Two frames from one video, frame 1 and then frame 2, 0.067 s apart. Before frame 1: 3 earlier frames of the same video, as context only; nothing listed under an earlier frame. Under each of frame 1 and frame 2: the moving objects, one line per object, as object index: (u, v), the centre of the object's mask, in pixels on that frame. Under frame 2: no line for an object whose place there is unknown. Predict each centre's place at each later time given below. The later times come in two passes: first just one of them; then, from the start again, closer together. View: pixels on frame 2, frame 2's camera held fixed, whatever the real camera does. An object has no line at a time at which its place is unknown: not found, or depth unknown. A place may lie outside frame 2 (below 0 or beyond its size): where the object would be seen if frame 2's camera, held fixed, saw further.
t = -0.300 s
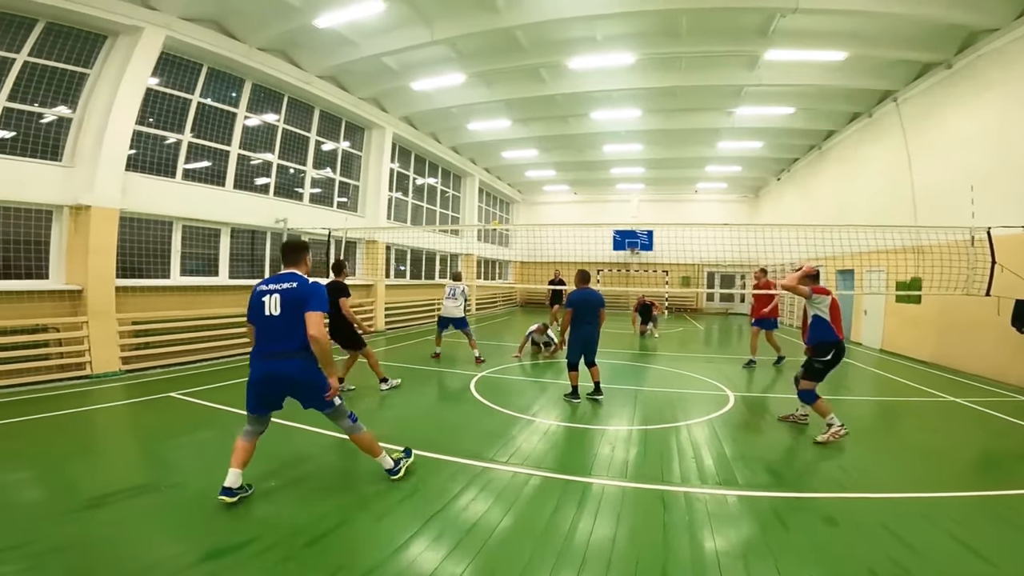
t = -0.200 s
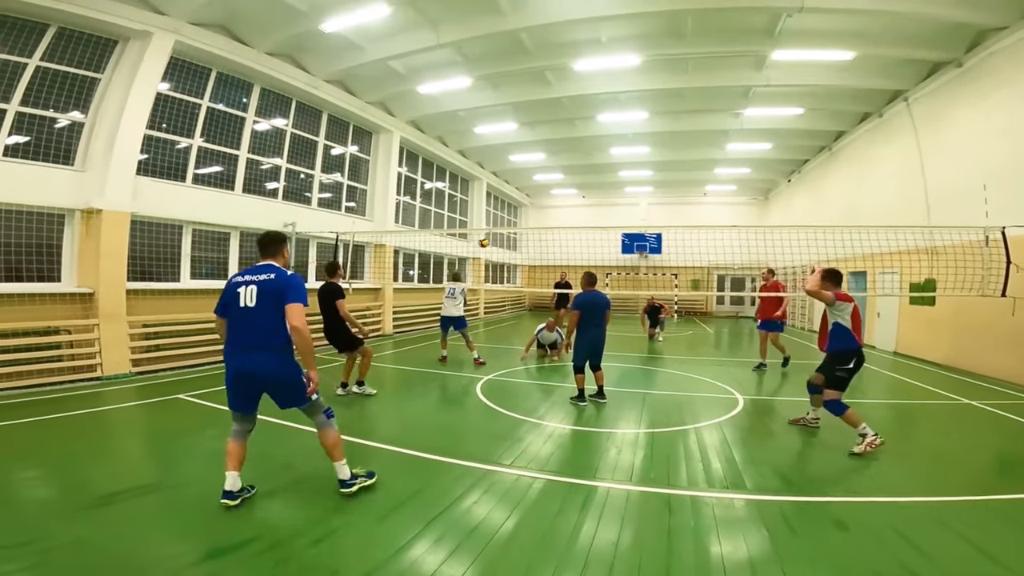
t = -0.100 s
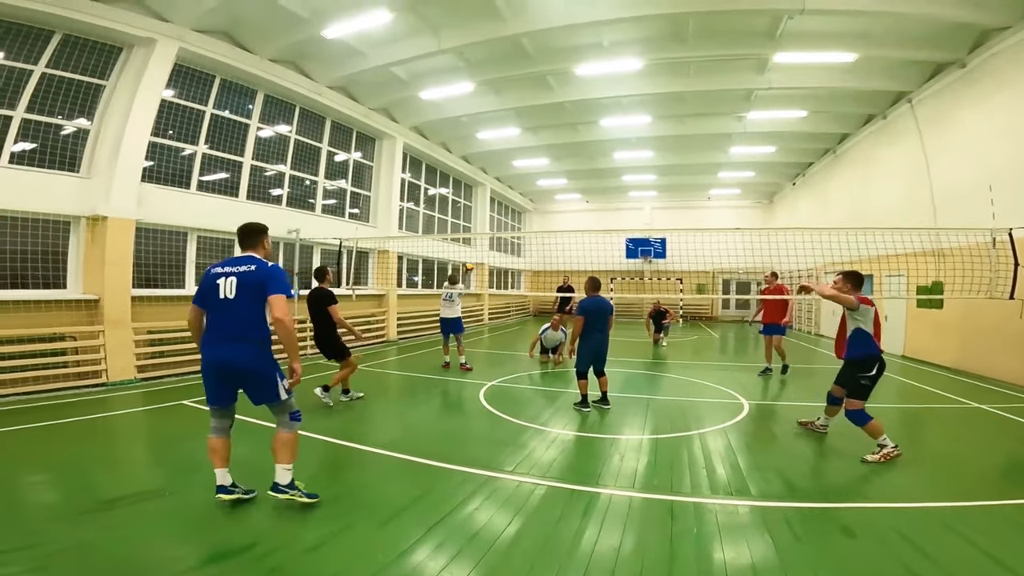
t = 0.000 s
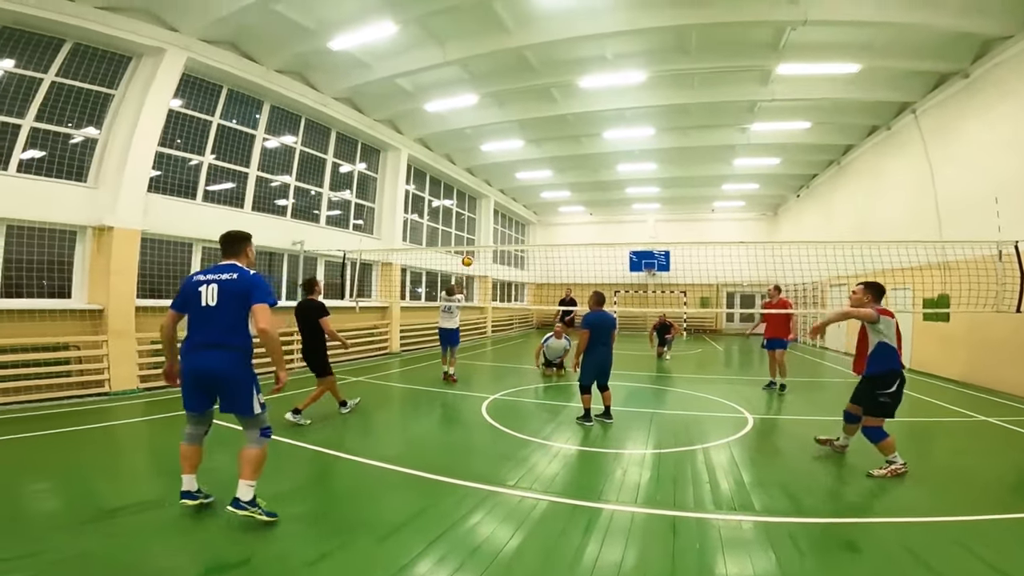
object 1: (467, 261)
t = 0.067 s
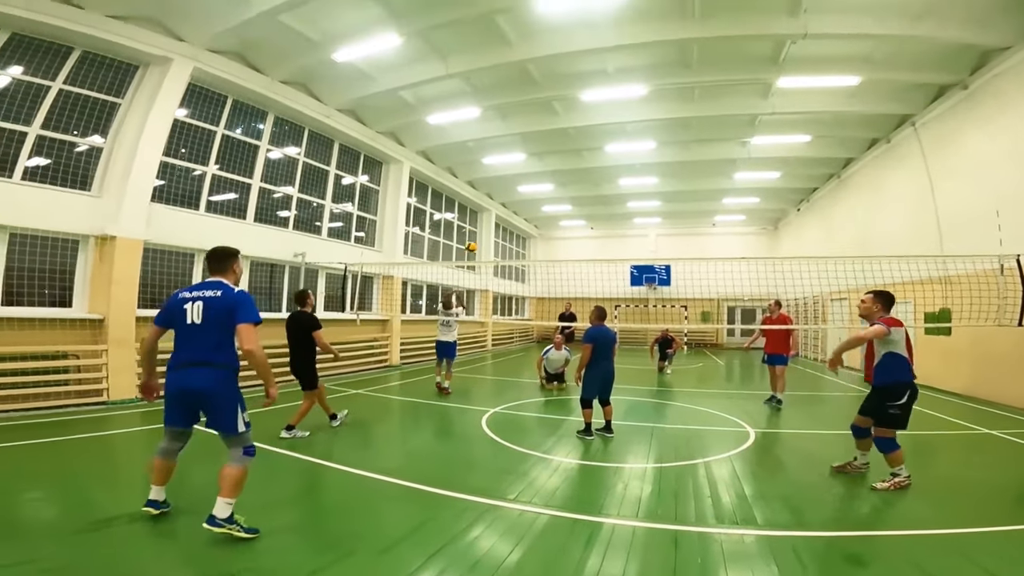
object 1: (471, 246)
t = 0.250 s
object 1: (482, 177)
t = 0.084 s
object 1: (471, 240)
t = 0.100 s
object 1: (472, 234)
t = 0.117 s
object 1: (473, 227)
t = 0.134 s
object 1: (474, 220)
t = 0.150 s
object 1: (475, 214)
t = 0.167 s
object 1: (476, 207)
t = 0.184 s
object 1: (477, 202)
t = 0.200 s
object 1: (479, 195)
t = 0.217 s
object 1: (479, 188)
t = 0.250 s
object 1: (482, 177)
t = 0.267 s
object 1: (483, 173)
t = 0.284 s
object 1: (484, 167)
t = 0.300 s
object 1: (485, 161)
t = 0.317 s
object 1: (487, 154)
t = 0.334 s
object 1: (488, 149)
